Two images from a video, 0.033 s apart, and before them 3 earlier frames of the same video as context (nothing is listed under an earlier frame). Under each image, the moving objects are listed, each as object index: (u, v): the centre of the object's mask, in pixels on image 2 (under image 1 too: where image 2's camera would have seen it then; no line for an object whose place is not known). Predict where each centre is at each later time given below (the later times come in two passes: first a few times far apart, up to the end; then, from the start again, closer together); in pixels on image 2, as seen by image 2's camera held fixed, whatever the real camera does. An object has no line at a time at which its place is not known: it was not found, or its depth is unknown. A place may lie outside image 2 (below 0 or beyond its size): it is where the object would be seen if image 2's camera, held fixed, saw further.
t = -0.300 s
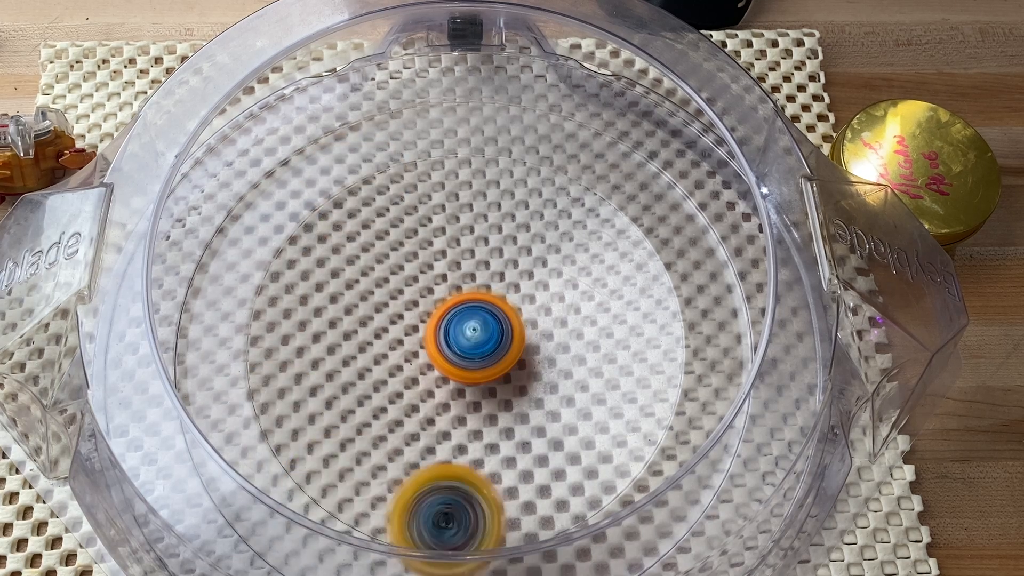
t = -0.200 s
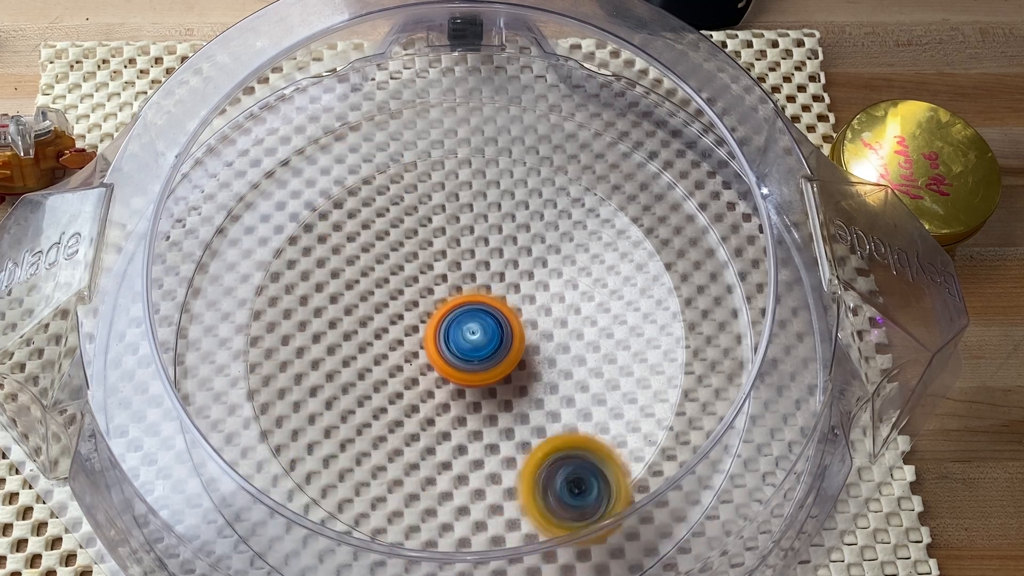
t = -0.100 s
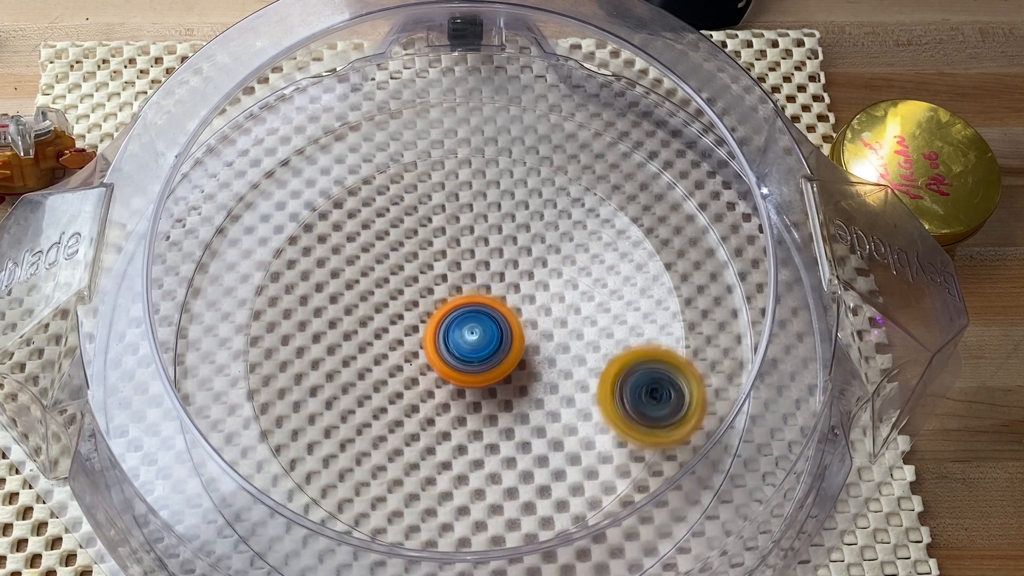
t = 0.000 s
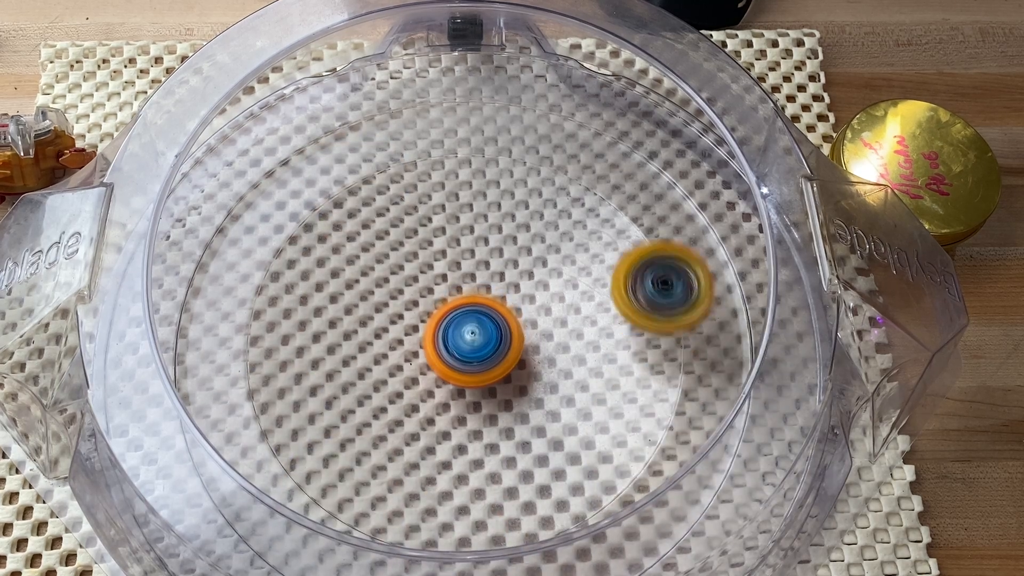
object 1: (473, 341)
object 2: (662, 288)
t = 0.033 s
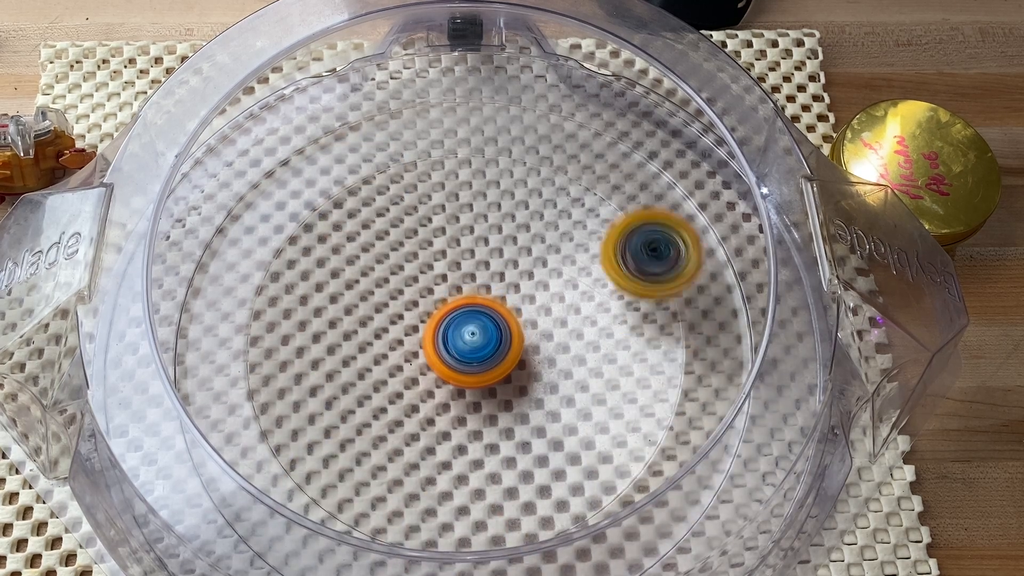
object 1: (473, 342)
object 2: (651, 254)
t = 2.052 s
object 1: (457, 336)
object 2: (600, 472)
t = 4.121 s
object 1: (470, 333)
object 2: (275, 355)
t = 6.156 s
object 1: (465, 339)
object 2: (544, 199)
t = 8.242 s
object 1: (468, 334)
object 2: (555, 419)
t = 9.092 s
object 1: (467, 337)
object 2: (355, 383)
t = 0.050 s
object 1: (473, 342)
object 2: (644, 239)
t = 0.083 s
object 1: (473, 342)
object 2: (625, 209)
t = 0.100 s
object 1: (473, 342)
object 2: (614, 196)
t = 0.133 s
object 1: (473, 342)
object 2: (588, 173)
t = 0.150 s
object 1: (473, 342)
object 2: (573, 163)
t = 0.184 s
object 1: (472, 342)
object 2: (541, 148)
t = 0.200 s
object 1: (472, 342)
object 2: (521, 143)
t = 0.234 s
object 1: (471, 342)
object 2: (480, 139)
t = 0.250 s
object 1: (471, 342)
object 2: (461, 138)
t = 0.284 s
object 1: (470, 342)
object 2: (423, 142)
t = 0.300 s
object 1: (470, 342)
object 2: (405, 146)
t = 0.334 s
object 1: (469, 342)
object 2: (371, 159)
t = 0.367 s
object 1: (469, 342)
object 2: (339, 177)
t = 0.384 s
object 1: (468, 342)
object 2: (325, 188)
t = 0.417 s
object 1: (468, 342)
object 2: (299, 214)
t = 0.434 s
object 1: (467, 342)
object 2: (288, 228)
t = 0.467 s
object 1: (467, 342)
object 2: (271, 260)
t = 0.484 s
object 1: (466, 342)
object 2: (265, 277)
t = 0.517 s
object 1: (466, 342)
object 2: (257, 314)
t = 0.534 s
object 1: (466, 342)
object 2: (257, 332)
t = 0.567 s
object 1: (465, 343)
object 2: (260, 371)
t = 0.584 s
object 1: (465, 344)
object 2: (266, 390)
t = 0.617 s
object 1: (465, 344)
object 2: (282, 425)
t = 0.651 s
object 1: (464, 345)
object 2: (306, 457)
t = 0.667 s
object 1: (464, 345)
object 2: (322, 470)
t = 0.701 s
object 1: (464, 345)
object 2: (356, 491)
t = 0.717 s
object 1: (463, 346)
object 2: (375, 499)
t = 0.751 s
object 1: (463, 346)
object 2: (415, 510)
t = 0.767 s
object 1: (463, 346)
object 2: (436, 514)
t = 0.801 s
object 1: (462, 346)
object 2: (479, 515)
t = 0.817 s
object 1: (462, 346)
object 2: (500, 513)
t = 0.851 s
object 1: (463, 346)
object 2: (545, 513)
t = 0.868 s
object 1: (463, 346)
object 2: (562, 495)
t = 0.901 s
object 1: (463, 346)
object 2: (599, 476)
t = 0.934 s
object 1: (462, 345)
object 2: (631, 450)
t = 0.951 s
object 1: (462, 346)
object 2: (644, 435)
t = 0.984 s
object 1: (462, 345)
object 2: (663, 403)
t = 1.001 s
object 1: (462, 345)
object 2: (668, 386)
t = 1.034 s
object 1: (462, 345)
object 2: (675, 351)
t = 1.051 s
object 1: (461, 345)
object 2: (675, 332)
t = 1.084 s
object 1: (461, 345)
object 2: (671, 298)
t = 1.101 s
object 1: (461, 345)
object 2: (666, 281)
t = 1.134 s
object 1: (461, 345)
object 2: (653, 250)
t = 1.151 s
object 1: (461, 345)
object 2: (644, 235)
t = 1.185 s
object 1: (460, 345)
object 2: (622, 209)
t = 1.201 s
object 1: (460, 345)
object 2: (611, 197)
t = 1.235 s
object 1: (460, 345)
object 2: (584, 178)
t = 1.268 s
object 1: (460, 345)
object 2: (555, 161)
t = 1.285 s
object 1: (460, 345)
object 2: (539, 155)
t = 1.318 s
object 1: (461, 344)
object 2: (506, 146)
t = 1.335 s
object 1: (461, 344)
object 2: (490, 144)
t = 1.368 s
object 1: (461, 344)
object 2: (455, 143)
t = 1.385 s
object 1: (461, 344)
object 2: (438, 144)
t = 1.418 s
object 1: (461, 343)
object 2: (403, 150)
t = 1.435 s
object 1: (461, 343)
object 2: (387, 155)
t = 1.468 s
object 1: (461, 342)
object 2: (355, 169)
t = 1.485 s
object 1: (461, 342)
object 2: (340, 178)
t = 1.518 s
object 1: (461, 341)
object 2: (312, 199)
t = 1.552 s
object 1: (461, 341)
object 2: (288, 225)
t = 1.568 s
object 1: (461, 340)
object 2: (278, 239)
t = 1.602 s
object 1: (461, 340)
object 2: (263, 272)
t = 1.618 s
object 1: (461, 339)
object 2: (257, 288)
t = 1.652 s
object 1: (460, 339)
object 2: (251, 324)
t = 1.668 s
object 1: (460, 338)
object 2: (251, 342)
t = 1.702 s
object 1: (460, 338)
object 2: (256, 379)
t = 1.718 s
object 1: (459, 337)
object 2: (262, 397)
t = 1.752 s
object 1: (459, 337)
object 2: (278, 431)
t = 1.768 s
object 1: (459, 336)
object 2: (290, 446)
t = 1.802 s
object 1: (458, 336)
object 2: (318, 471)
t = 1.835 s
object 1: (458, 336)
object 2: (352, 491)
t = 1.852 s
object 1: (458, 336)
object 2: (370, 499)
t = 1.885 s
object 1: (457, 336)
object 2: (409, 510)
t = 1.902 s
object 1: (457, 336)
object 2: (429, 513)
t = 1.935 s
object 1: (457, 336)
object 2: (469, 514)
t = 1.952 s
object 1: (457, 336)
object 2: (489, 513)
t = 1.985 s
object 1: (457, 336)
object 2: (529, 505)
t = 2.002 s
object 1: (457, 336)
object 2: (549, 499)
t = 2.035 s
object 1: (457, 336)
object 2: (583, 482)
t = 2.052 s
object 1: (457, 336)
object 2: (600, 472)
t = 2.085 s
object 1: (457, 336)
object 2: (627, 447)
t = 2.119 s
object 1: (457, 336)
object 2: (649, 418)
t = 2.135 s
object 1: (457, 336)
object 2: (655, 402)
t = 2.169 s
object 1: (457, 336)
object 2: (665, 369)
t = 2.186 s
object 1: (457, 336)
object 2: (667, 353)
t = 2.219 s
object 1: (458, 336)
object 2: (668, 319)
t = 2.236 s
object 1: (458, 336)
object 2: (665, 303)
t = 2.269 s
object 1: (459, 336)
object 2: (657, 271)
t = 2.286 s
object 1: (459, 336)
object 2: (650, 256)
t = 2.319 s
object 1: (459, 335)
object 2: (635, 229)
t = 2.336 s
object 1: (460, 335)
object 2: (625, 216)
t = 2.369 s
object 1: (460, 334)
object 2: (603, 194)
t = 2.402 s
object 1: (460, 334)
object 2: (578, 176)
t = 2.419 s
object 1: (461, 333)
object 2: (565, 168)
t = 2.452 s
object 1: (461, 333)
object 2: (536, 156)
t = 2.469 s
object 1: (461, 333)
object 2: (522, 151)
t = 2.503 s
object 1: (461, 332)
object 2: (491, 144)
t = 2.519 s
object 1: (461, 332)
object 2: (475, 143)
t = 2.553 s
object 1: (461, 331)
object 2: (443, 144)
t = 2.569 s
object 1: (461, 331)
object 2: (428, 146)
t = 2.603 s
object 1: (462, 331)
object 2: (396, 153)
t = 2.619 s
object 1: (462, 331)
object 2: (381, 159)
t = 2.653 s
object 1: (461, 331)
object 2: (352, 173)
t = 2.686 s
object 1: (462, 330)
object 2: (327, 191)
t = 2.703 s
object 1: (462, 330)
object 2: (315, 202)
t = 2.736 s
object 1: (462, 330)
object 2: (295, 226)
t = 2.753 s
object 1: (462, 330)
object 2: (285, 239)
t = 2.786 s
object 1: (462, 330)
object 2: (272, 268)
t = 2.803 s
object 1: (462, 330)
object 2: (266, 283)
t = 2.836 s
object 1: (462, 330)
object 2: (261, 315)
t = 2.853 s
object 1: (462, 330)
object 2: (260, 332)
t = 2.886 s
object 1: (462, 330)
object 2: (264, 365)
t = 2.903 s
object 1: (462, 330)
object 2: (268, 382)
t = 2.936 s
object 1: (462, 330)
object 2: (281, 413)
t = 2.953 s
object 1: (462, 330)
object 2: (289, 427)
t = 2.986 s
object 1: (462, 330)
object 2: (312, 454)
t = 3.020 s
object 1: (463, 330)
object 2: (339, 476)
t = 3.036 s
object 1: (463, 330)
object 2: (356, 485)
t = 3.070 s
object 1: (463, 330)
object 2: (389, 499)
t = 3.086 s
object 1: (463, 330)
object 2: (408, 503)
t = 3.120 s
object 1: (463, 330)
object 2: (445, 509)
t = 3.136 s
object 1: (463, 331)
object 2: (464, 509)
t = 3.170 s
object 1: (464, 331)
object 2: (501, 506)
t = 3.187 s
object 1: (464, 331)
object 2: (519, 502)
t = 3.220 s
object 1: (465, 331)
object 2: (554, 491)
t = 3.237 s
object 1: (466, 331)
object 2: (571, 484)
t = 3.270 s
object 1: (467, 331)
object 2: (600, 465)
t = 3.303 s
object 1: (467, 331)
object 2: (623, 443)
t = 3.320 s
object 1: (467, 331)
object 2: (634, 429)
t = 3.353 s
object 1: (468, 331)
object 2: (648, 400)
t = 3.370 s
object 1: (468, 331)
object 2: (653, 386)
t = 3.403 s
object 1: (468, 331)
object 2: (660, 357)
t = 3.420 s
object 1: (468, 330)
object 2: (662, 342)
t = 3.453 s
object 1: (469, 330)
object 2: (660, 312)
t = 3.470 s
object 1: (469, 330)
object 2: (658, 297)
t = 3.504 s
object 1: (469, 330)
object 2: (649, 270)
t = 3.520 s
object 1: (469, 330)
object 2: (642, 257)
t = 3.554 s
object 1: (469, 330)
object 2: (627, 233)
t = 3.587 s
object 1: (469, 330)
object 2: (607, 211)
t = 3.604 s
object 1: (469, 330)
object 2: (597, 202)
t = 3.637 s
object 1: (469, 330)
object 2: (574, 186)
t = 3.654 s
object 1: (469, 331)
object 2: (561, 179)
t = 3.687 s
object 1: (469, 330)
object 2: (534, 167)
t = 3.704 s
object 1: (469, 330)
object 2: (521, 163)
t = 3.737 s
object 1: (470, 330)
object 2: (492, 158)
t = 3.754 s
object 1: (469, 330)
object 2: (477, 157)
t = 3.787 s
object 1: (469, 330)
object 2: (447, 158)
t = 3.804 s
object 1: (469, 331)
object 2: (432, 159)
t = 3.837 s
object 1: (469, 331)
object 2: (403, 167)
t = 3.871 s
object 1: (469, 332)
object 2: (376, 179)
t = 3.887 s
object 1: (470, 333)
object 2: (364, 185)
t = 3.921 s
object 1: (470, 333)
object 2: (339, 202)
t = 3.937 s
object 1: (470, 333)
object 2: (329, 211)
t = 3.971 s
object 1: (471, 333)
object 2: (309, 233)
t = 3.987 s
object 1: (471, 333)
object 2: (301, 244)
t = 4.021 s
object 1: (471, 332)
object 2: (288, 269)
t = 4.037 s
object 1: (470, 332)
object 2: (282, 282)
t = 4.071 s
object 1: (470, 332)
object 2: (276, 310)
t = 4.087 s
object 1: (470, 333)
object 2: (274, 326)
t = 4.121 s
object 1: (470, 333)
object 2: (275, 355)
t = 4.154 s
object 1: (470, 333)
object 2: (282, 385)
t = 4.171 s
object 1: (470, 333)
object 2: (287, 398)
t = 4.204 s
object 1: (470, 333)
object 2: (302, 425)
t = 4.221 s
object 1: (470, 333)
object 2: (311, 437)
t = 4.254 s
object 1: (470, 334)
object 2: (332, 460)
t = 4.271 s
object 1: (470, 334)
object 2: (345, 469)
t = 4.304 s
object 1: (469, 335)
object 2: (373, 486)
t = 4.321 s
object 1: (469, 335)
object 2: (388, 491)
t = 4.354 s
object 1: (469, 336)
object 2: (420, 499)
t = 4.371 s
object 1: (470, 337)
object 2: (436, 502)
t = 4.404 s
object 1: (470, 337)
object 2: (469, 503)
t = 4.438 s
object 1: (471, 338)
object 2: (503, 499)
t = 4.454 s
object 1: (471, 338)
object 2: (519, 495)
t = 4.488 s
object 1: (471, 338)
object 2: (549, 484)
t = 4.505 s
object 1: (471, 339)
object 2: (562, 477)
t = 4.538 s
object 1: (471, 339)
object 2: (587, 458)
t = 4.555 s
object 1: (472, 339)
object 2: (599, 448)
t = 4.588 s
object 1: (472, 340)
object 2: (617, 423)
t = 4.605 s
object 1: (472, 340)
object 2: (625, 410)
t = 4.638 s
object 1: (473, 340)
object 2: (635, 382)
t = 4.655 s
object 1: (473, 340)
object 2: (639, 367)
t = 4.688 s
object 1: (473, 340)
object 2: (642, 339)
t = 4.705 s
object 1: (473, 340)
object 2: (642, 324)
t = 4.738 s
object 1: (473, 340)
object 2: (637, 296)
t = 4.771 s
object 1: (473, 340)
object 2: (627, 270)
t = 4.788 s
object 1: (473, 340)
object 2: (620, 258)
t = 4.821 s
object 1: (473, 340)
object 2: (605, 235)
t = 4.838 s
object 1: (473, 340)
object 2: (595, 225)
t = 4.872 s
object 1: (473, 340)
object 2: (575, 207)
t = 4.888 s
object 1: (472, 340)
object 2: (563, 199)
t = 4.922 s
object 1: (472, 340)
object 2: (540, 187)
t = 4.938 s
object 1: (472, 340)
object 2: (527, 182)
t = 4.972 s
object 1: (472, 340)
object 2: (500, 174)
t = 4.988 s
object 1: (472, 340)
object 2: (487, 172)
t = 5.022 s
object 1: (472, 340)
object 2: (459, 170)
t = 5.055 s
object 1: (472, 339)
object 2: (431, 172)
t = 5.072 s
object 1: (471, 339)
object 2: (418, 175)
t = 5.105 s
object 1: (471, 339)
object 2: (392, 183)
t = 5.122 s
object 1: (470, 339)
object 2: (380, 188)
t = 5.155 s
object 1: (470, 339)
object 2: (356, 202)
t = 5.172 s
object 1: (470, 339)
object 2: (345, 210)
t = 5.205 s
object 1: (469, 339)
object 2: (326, 228)
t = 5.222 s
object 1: (468, 339)
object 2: (318, 238)
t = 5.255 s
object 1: (467, 338)
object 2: (304, 260)
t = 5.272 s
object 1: (466, 338)
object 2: (299, 272)
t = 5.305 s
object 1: (466, 339)
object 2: (291, 296)
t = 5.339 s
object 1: (465, 339)
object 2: (288, 322)
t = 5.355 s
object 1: (465, 340)
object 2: (287, 336)
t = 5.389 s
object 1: (465, 340)
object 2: (292, 362)
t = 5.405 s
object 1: (465, 340)
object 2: (296, 376)
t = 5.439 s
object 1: (464, 340)
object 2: (307, 401)
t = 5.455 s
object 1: (464, 341)
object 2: (315, 413)
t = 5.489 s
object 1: (464, 341)
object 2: (334, 435)
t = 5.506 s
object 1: (464, 342)
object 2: (345, 445)
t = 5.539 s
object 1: (464, 342)
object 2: (370, 464)
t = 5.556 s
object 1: (465, 342)
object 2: (383, 470)
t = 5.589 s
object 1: (464, 342)
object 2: (413, 481)
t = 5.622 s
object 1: (464, 343)
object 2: (444, 487)
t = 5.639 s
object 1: (464, 343)
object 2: (459, 487)
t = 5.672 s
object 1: (465, 343)
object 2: (492, 483)
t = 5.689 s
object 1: (465, 343)
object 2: (506, 481)
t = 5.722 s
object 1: (465, 342)
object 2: (536, 469)
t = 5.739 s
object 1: (465, 342)
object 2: (550, 463)
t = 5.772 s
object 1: (465, 342)
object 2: (574, 445)
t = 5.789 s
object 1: (465, 342)
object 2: (585, 435)
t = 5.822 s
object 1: (465, 342)
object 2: (604, 413)
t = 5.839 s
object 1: (465, 342)
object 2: (611, 401)
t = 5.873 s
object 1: (465, 341)
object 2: (621, 376)
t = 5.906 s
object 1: (465, 341)
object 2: (628, 351)
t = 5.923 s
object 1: (465, 341)
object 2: (629, 337)
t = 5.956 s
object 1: (465, 341)
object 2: (629, 312)
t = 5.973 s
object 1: (465, 341)
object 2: (626, 299)
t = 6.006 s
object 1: (466, 340)
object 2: (618, 276)
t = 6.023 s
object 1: (465, 340)
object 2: (613, 265)
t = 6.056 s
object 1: (465, 339)
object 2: (599, 244)
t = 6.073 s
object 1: (465, 339)
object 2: (592, 235)
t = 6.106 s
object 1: (465, 339)
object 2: (574, 218)
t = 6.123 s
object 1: (465, 339)
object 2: (564, 211)
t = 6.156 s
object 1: (465, 339)
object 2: (544, 199)
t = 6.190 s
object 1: (465, 338)
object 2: (521, 190)
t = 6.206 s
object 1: (465, 338)
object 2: (509, 187)
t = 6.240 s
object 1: (464, 338)
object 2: (485, 183)
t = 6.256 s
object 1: (464, 338)
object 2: (472, 182)
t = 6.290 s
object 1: (465, 338)
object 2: (446, 183)
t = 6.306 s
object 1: (464, 337)
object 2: (435, 185)
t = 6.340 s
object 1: (463, 337)
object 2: (410, 192)
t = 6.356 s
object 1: (463, 337)
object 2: (398, 197)
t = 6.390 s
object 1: (463, 338)
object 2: (377, 209)
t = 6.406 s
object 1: (463, 337)
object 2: (367, 216)
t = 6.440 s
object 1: (462, 337)
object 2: (348, 234)
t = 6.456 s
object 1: (462, 337)
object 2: (340, 243)
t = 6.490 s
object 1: (462, 337)
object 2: (326, 263)
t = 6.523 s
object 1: (462, 337)
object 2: (316, 286)
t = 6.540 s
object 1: (462, 337)
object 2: (313, 298)
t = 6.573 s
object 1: (462, 336)
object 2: (309, 323)
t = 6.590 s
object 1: (461, 336)
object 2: (309, 335)
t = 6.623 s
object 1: (461, 336)
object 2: (313, 360)
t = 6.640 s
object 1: (461, 336)
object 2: (316, 372)
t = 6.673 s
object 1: (461, 336)
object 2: (326, 396)
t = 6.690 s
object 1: (461, 336)
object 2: (333, 407)
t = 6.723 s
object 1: (460, 335)
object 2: (350, 427)
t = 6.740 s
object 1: (460, 335)
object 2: (360, 436)
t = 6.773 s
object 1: (460, 335)
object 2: (382, 452)
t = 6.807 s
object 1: (461, 335)
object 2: (406, 464)
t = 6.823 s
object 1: (460, 335)
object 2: (419, 467)
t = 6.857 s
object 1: (460, 334)
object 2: (447, 473)
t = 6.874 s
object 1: (460, 334)
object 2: (460, 474)
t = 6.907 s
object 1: (460, 334)
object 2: (488, 472)
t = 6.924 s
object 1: (460, 334)
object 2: (502, 469)
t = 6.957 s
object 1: (460, 334)
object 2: (527, 461)
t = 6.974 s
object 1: (459, 334)
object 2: (539, 455)
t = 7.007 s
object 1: (459, 334)
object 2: (561, 441)
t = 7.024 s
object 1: (459, 334)
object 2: (570, 432)
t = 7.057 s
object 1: (459, 335)
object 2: (587, 414)
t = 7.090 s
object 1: (459, 335)
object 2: (599, 393)
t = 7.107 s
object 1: (459, 335)
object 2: (603, 382)
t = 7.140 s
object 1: (459, 335)
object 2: (610, 359)
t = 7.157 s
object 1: (460, 335)
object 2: (612, 348)
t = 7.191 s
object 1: (460, 335)
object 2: (613, 325)
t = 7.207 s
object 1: (460, 335)
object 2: (611, 313)
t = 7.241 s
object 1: (460, 335)
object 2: (605, 291)
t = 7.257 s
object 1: (460, 336)
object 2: (599, 281)
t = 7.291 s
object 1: (462, 336)
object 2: (587, 261)
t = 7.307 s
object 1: (462, 335)
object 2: (580, 252)
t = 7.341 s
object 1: (462, 335)
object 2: (563, 236)
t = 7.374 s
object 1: (463, 335)
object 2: (544, 223)
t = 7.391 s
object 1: (464, 335)
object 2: (534, 217)
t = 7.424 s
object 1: (464, 335)
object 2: (512, 209)
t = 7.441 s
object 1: (464, 335)
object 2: (500, 206)
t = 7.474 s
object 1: (465, 335)
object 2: (476, 202)
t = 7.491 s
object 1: (465, 335)
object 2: (465, 201)
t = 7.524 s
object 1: (466, 334)
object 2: (441, 203)
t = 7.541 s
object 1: (466, 334)
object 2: (430, 205)
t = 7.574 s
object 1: (466, 334)
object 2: (408, 212)
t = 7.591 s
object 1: (466, 334)
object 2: (397, 217)
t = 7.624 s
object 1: (466, 333)
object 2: (377, 228)
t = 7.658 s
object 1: (467, 333)
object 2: (360, 243)
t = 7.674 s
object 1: (467, 333)
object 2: (353, 251)
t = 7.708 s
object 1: (467, 332)
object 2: (339, 268)
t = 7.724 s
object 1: (467, 332)
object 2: (334, 277)
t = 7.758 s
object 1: (467, 331)
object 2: (326, 297)
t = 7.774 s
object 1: (467, 331)
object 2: (322, 308)
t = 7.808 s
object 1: (466, 331)
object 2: (320, 329)
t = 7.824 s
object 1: (467, 331)
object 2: (321, 341)
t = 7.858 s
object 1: (467, 331)
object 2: (325, 363)
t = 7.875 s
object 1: (466, 330)
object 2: (329, 374)
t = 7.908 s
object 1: (466, 331)
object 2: (339, 393)
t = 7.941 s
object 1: (466, 331)
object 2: (354, 411)
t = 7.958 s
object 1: (465, 331)
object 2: (362, 420)
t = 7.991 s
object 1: (465, 331)
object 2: (381, 434)
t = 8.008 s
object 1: (465, 331)
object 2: (392, 441)
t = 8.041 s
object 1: (466, 332)
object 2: (415, 450)
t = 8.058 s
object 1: (466, 332)
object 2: (427, 452)
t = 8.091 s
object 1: (466, 332)
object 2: (452, 456)
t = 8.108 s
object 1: (466, 332)
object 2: (464, 456)
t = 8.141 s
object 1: (467, 333)
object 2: (489, 453)
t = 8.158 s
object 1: (467, 334)
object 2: (502, 450)
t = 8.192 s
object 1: (467, 334)
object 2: (525, 440)
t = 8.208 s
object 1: (467, 334)
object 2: (535, 434)
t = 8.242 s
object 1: (468, 334)
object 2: (555, 419)
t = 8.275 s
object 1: (468, 334)
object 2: (571, 402)
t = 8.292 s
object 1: (468, 333)
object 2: (577, 392)
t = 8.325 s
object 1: (468, 333)
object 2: (587, 372)
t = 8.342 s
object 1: (469, 334)
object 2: (591, 360)
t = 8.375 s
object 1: (469, 334)
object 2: (596, 339)
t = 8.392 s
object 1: (469, 333)
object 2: (595, 328)
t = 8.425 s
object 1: (469, 334)
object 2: (593, 307)
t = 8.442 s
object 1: (469, 334)
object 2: (591, 296)
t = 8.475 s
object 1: (469, 334)
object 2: (582, 277)
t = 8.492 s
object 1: (469, 334)
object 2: (576, 268)
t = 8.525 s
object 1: (469, 334)
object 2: (564, 251)
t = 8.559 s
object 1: (470, 334)
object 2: (548, 237)
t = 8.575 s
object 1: (469, 334)
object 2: (540, 231)
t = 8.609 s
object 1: (469, 334)
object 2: (521, 221)
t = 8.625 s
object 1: (469, 334)
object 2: (511, 217)
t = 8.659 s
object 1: (469, 334)
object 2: (491, 212)
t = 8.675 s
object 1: (470, 334)
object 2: (480, 211)
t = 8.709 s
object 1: (469, 334)
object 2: (459, 210)
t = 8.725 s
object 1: (469, 335)
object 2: (449, 211)
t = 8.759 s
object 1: (470, 335)
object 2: (428, 216)
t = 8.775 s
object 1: (470, 334)
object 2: (418, 219)
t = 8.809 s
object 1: (469, 335)
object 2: (399, 229)
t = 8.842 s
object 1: (469, 335)
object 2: (382, 241)
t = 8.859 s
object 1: (469, 335)
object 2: (374, 249)
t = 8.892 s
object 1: (468, 335)
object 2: (361, 265)
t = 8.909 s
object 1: (468, 335)
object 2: (356, 273)
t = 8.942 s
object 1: (468, 336)
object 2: (346, 292)
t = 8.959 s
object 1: (468, 336)
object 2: (343, 302)
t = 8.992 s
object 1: (468, 337)
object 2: (340, 323)
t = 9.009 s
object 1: (468, 337)
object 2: (340, 333)
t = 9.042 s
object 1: (468, 337)
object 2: (343, 354)
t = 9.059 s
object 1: (468, 337)
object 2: (346, 364)
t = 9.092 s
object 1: (467, 337)
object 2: (355, 383)
